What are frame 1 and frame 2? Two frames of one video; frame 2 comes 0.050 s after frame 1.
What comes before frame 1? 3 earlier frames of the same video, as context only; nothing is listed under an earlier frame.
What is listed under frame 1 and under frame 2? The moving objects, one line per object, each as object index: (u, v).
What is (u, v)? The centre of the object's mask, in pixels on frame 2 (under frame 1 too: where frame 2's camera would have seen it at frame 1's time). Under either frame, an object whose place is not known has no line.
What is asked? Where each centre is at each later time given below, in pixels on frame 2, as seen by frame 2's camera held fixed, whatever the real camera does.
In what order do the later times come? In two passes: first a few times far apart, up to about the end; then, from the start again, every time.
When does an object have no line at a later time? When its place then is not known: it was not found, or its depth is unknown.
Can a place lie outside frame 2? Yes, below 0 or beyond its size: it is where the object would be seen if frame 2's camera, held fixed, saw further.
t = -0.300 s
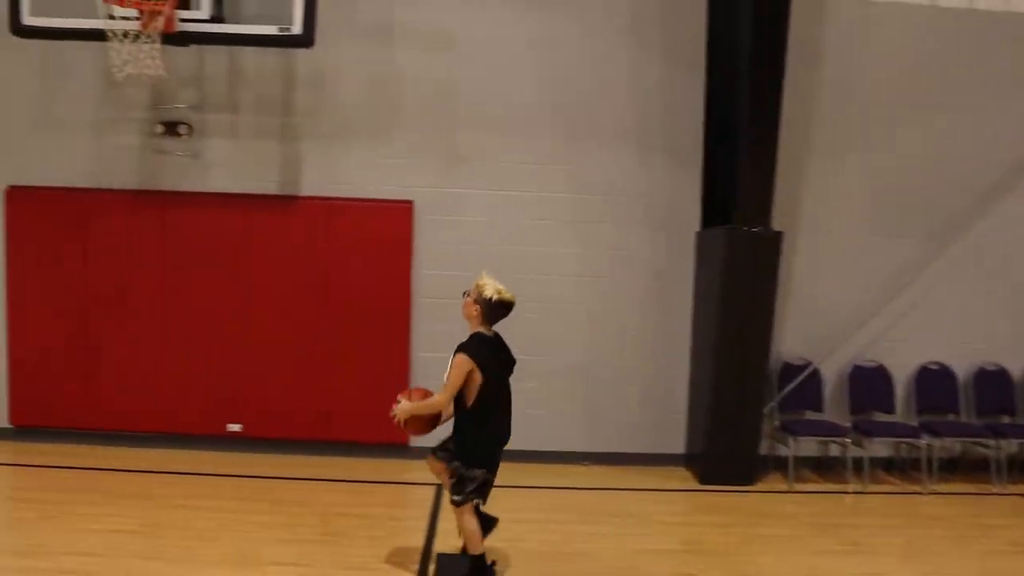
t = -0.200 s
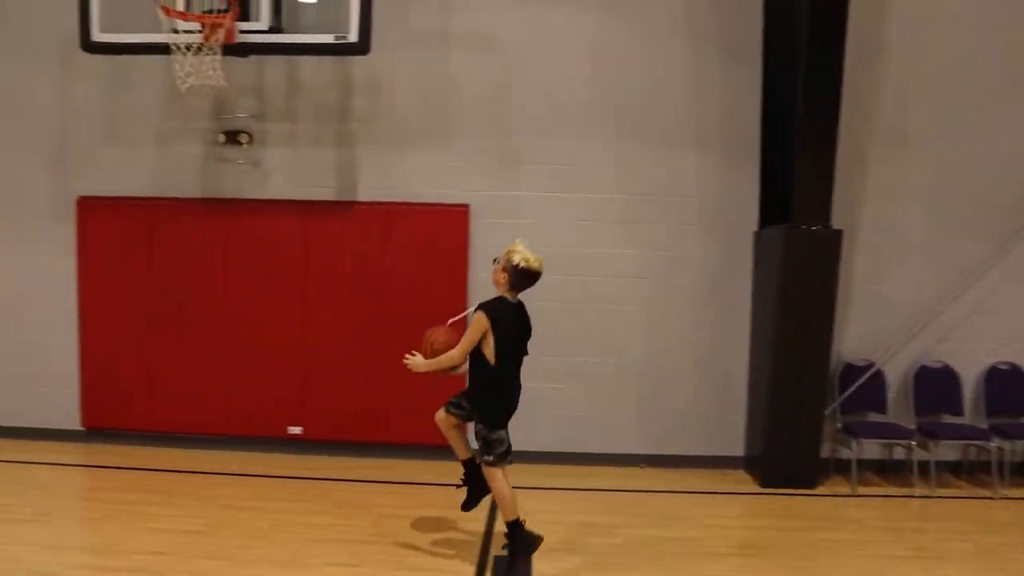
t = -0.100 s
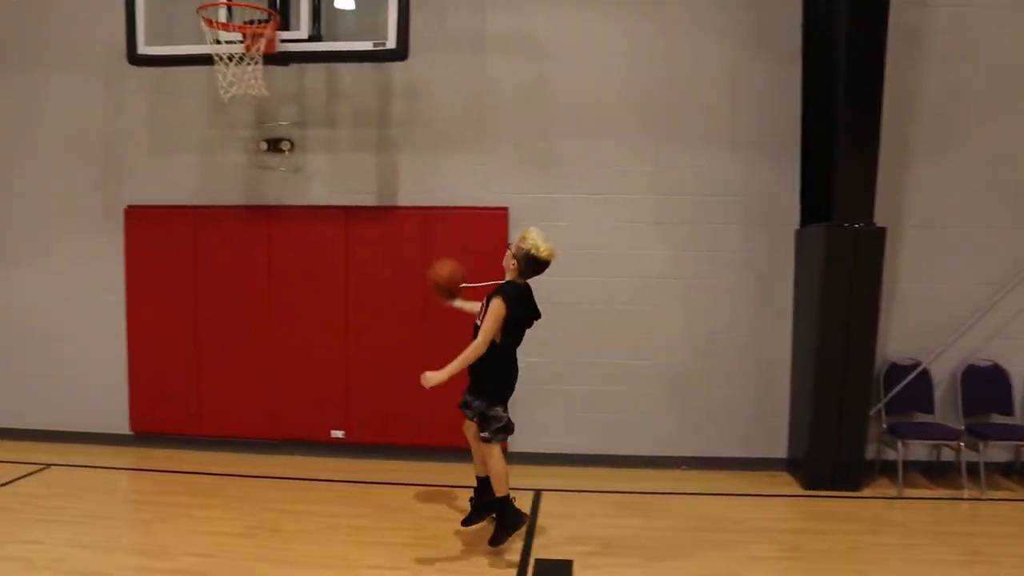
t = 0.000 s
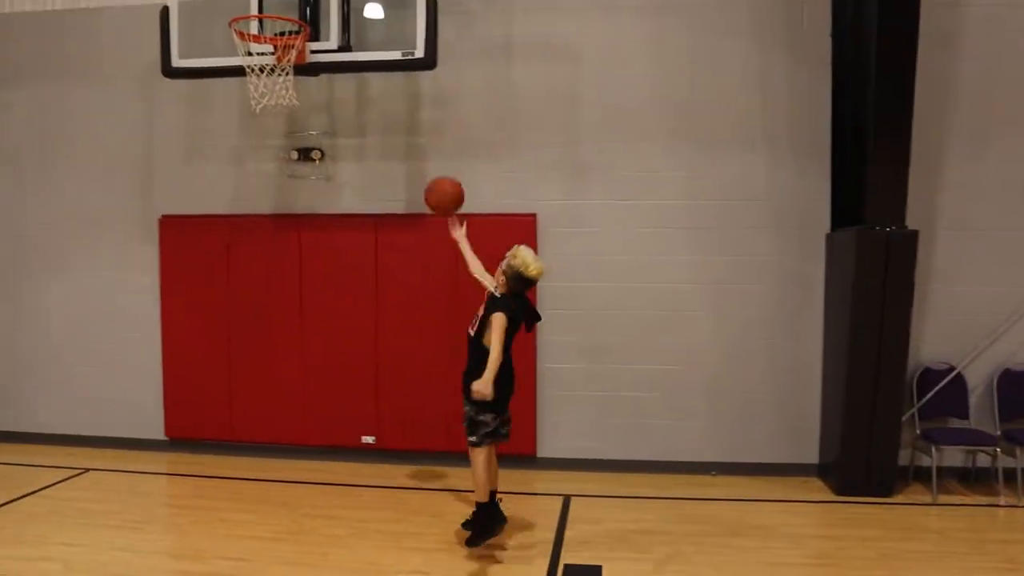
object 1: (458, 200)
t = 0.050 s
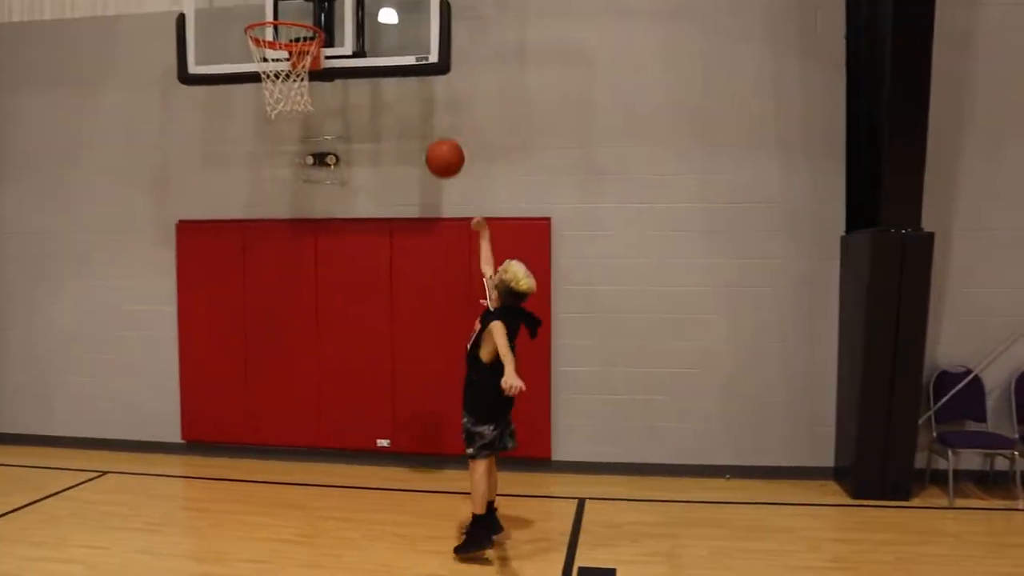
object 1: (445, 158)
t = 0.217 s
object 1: (403, 55)
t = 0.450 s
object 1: (352, -11)
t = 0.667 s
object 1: (304, -21)
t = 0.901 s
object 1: (284, 39)
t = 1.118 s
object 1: (314, 89)
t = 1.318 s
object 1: (308, 142)
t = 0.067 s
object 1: (440, 146)
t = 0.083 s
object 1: (436, 133)
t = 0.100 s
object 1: (432, 122)
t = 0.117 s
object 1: (428, 111)
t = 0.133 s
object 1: (424, 100)
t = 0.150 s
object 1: (419, 90)
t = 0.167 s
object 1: (415, 80)
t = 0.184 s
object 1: (411, 72)
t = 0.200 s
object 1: (408, 64)
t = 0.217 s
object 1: (403, 55)
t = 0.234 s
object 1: (399, 48)
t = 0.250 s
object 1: (395, 41)
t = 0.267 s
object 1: (392, 36)
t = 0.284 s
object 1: (388, 30)
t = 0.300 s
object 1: (384, 25)
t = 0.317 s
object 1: (380, 20)
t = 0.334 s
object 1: (376, 15)
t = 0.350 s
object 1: (373, 11)
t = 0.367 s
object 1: (369, 8)
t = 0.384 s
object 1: (366, 4)
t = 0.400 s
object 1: (363, 1)
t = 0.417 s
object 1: (359, -3)
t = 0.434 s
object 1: (355, -7)
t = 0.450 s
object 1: (352, -11)
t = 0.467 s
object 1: (348, -15)
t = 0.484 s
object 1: (344, -17)
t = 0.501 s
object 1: (341, -20)
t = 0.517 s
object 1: (337, -21)
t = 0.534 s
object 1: (334, -23)
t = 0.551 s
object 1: (330, -25)
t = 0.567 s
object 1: (326, -25)
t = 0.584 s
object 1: (323, -25)
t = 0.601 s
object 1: (319, -25)
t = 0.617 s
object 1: (315, -25)
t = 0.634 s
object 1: (312, -24)
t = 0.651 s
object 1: (307, -23)
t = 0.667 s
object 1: (304, -21)
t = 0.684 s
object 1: (300, -19)
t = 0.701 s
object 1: (296, -16)
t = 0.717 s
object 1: (292, -12)
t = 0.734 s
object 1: (288, -9)
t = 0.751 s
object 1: (285, -5)
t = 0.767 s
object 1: (281, -1)
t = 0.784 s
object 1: (277, 4)
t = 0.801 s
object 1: (273, 8)
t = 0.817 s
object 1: (268, 11)
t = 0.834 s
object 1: (267, 18)
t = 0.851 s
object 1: (270, 25)
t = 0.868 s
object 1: (274, 28)
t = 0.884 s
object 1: (279, 33)
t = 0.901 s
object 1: (284, 39)
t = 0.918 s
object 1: (291, 42)
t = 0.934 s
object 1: (295, 47)
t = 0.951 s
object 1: (300, 53)
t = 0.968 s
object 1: (303, 58)
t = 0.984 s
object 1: (305, 61)
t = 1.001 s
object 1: (308, 62)
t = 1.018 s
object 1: (309, 65)
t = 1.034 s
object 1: (310, 68)
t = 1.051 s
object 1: (309, 69)
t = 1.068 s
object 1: (309, 70)
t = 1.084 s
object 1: (310, 72)
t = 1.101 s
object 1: (313, 87)
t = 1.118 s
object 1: (314, 89)
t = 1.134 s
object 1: (315, 90)
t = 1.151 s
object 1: (314, 93)
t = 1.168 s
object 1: (314, 96)
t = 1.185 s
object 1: (314, 99)
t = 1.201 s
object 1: (312, 100)
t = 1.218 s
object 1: (313, 107)
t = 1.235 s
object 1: (311, 110)
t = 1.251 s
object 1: (311, 116)
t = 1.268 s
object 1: (310, 122)
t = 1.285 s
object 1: (310, 128)
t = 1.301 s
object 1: (309, 135)
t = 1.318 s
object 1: (308, 142)
